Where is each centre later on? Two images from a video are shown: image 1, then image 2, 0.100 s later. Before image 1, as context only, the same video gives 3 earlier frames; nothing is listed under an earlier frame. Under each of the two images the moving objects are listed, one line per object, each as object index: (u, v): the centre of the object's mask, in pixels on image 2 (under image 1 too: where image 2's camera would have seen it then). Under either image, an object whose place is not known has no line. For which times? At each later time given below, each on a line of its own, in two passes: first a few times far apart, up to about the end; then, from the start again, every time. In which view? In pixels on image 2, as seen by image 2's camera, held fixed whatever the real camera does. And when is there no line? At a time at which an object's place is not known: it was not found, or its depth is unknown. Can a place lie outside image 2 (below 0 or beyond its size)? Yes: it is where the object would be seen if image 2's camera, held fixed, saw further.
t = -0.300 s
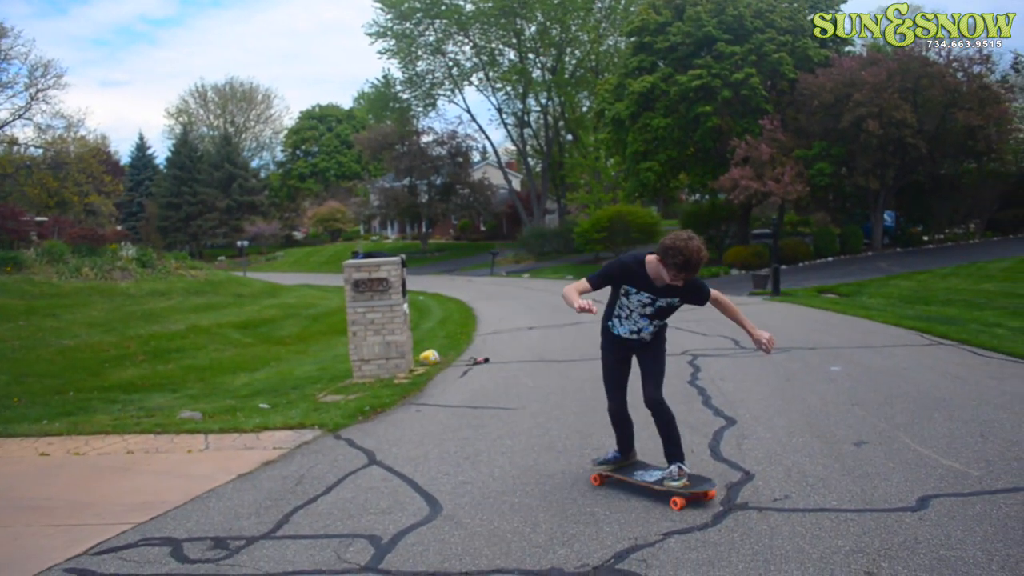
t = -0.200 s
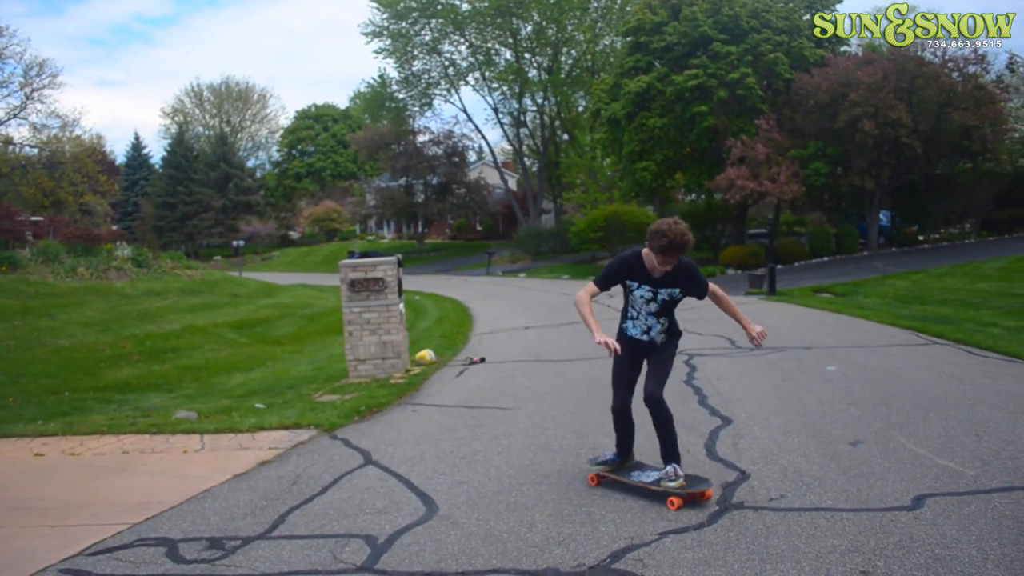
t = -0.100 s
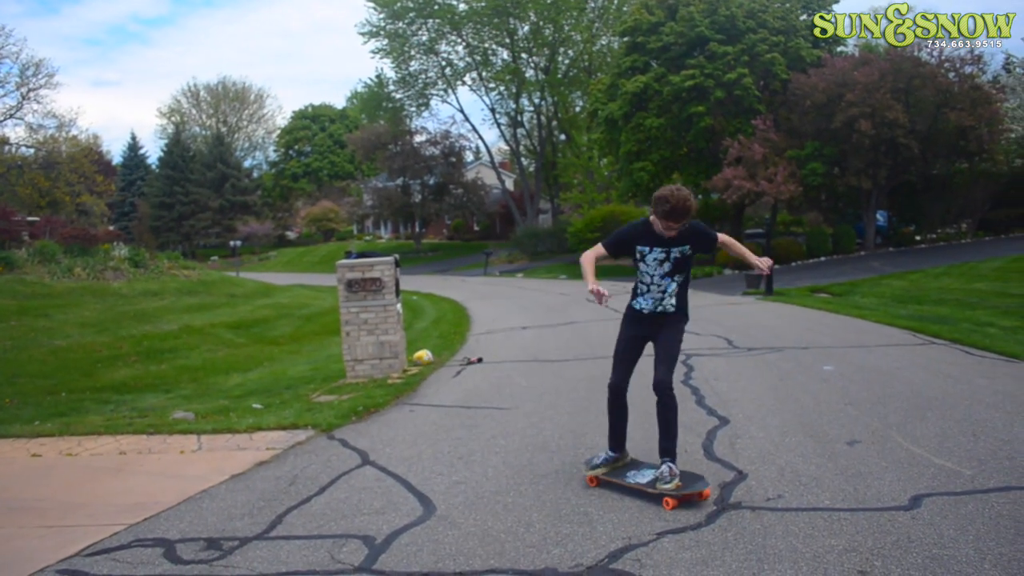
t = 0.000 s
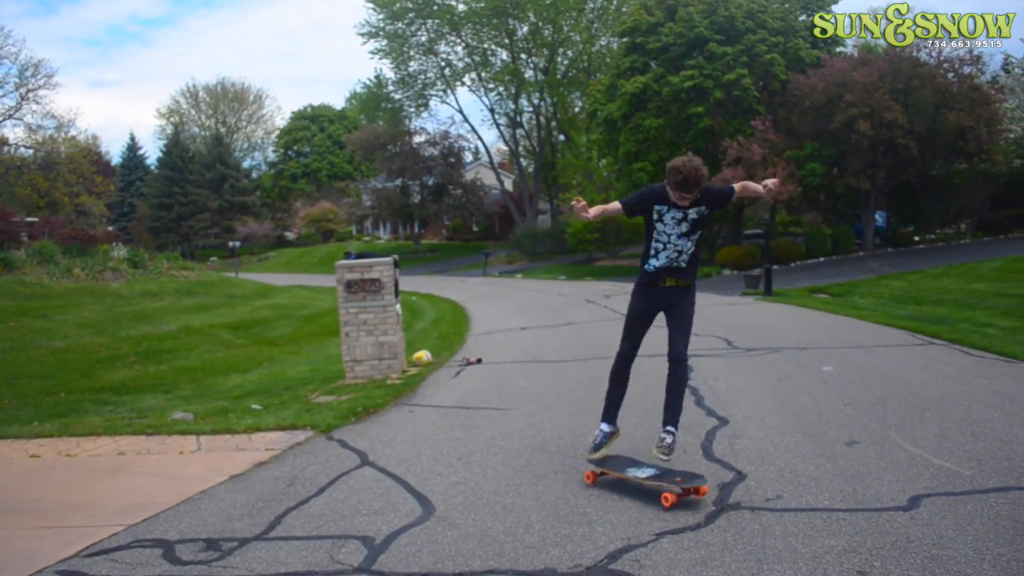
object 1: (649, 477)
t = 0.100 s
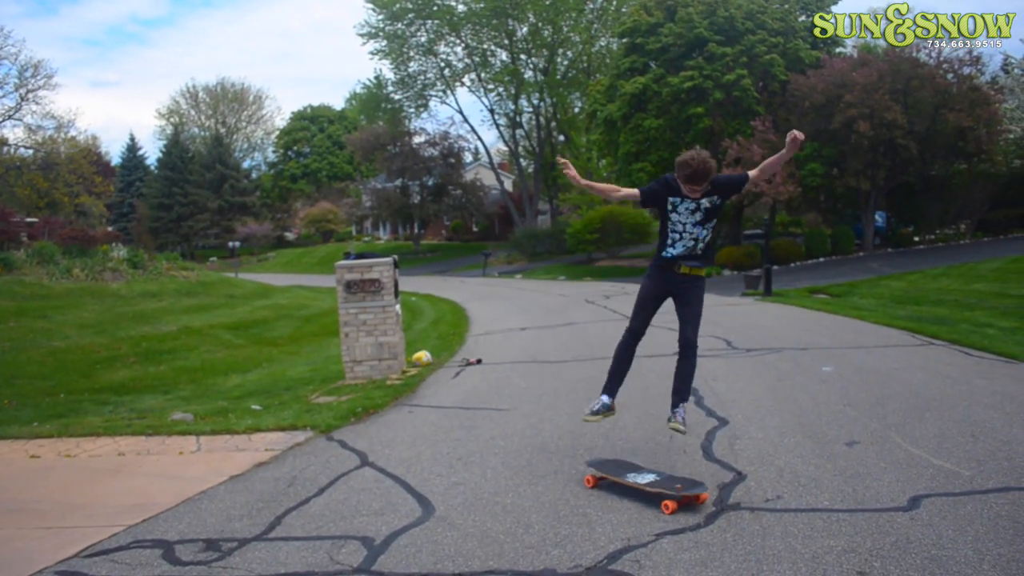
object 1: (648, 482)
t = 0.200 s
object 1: (649, 482)
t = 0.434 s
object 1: (648, 482)
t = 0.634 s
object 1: (644, 481)
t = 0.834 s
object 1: (638, 479)
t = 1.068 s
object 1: (627, 476)
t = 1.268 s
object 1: (615, 472)
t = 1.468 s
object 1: (601, 469)
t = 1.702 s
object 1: (583, 463)
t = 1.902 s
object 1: (566, 458)
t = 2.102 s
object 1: (548, 453)
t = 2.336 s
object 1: (526, 446)
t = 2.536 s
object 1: (507, 440)
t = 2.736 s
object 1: (489, 434)
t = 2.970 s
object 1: (469, 426)
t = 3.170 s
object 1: (452, 420)
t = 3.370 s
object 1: (436, 413)
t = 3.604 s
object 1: (419, 406)
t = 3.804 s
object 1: (406, 401)
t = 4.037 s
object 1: (391, 394)
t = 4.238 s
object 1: (383, 390)
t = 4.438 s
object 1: (378, 388)
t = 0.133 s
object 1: (649, 482)
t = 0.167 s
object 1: (649, 482)
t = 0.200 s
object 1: (649, 482)
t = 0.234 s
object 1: (649, 482)
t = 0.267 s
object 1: (649, 482)
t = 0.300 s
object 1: (649, 482)
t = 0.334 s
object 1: (649, 482)
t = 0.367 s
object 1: (649, 482)
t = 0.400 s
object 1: (648, 482)
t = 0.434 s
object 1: (648, 482)
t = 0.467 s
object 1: (648, 482)
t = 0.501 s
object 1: (647, 482)
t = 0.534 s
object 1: (647, 482)
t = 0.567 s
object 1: (646, 482)
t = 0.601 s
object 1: (645, 481)
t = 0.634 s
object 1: (644, 481)
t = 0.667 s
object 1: (644, 481)
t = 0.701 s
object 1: (643, 481)
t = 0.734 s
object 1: (642, 480)
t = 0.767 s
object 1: (641, 480)
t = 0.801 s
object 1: (640, 480)
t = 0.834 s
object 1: (638, 479)
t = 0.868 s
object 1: (637, 479)
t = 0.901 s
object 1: (635, 478)
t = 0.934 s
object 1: (634, 478)
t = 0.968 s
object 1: (632, 477)
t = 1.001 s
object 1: (631, 477)
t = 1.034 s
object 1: (629, 476)
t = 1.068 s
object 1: (627, 476)
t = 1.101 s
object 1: (625, 476)
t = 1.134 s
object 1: (624, 475)
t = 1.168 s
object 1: (622, 474)
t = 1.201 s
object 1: (619, 474)
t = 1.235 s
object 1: (617, 473)
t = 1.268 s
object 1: (615, 472)
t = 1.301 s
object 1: (613, 472)
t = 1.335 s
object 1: (611, 471)
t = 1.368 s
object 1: (608, 470)
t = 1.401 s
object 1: (606, 470)
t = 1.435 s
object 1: (604, 469)
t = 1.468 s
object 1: (601, 469)
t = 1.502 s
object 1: (599, 468)
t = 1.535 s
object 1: (597, 467)
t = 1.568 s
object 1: (594, 467)
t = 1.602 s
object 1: (591, 466)
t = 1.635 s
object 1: (589, 465)
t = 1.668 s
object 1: (586, 464)
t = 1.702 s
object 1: (583, 463)
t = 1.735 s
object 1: (579, 460)
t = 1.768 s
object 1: (577, 462)
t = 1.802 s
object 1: (574, 461)
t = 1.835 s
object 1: (572, 460)
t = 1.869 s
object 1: (569, 459)
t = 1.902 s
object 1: (566, 458)
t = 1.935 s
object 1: (563, 457)
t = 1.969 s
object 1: (560, 457)
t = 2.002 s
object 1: (557, 456)
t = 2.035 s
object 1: (554, 454)
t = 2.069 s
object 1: (551, 454)
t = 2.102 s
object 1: (548, 453)
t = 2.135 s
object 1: (545, 452)
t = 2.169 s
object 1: (542, 451)
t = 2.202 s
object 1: (539, 450)
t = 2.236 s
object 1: (536, 449)
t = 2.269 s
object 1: (533, 448)
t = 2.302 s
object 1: (529, 447)
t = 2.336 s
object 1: (526, 446)
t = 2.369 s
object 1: (523, 445)
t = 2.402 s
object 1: (520, 444)
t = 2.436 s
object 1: (517, 443)
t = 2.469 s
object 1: (513, 442)
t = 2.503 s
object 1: (510, 441)
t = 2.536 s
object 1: (507, 440)
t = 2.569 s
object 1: (504, 439)
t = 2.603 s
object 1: (501, 438)
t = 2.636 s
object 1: (498, 437)
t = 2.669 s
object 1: (495, 436)
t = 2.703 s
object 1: (492, 435)
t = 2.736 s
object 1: (489, 434)
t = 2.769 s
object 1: (486, 433)
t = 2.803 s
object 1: (483, 432)
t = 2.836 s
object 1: (480, 431)
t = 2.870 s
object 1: (478, 430)
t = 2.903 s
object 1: (475, 428)
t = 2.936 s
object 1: (472, 427)
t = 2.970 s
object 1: (469, 426)
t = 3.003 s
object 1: (466, 425)
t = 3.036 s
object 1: (463, 424)
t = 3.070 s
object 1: (461, 423)
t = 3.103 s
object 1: (458, 422)
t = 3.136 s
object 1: (455, 421)
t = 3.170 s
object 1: (452, 420)
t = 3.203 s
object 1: (450, 419)
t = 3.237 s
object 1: (447, 417)
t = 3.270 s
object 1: (444, 416)
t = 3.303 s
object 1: (442, 415)
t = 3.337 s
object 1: (439, 414)
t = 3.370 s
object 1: (436, 413)
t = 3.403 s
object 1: (434, 412)
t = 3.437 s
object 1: (431, 411)
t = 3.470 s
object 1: (428, 410)
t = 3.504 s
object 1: (426, 409)
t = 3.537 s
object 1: (424, 408)
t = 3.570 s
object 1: (421, 407)
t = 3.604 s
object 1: (419, 406)
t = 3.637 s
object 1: (416, 405)
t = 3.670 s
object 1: (414, 404)
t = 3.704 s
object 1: (411, 403)
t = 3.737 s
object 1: (409, 402)
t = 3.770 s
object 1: (407, 401)
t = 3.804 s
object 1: (406, 401)
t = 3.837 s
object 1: (404, 400)
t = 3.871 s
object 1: (402, 399)
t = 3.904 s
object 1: (399, 398)
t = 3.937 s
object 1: (397, 398)
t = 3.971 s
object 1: (395, 397)
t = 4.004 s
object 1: (393, 395)
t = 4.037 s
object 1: (391, 394)
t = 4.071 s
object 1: (390, 395)
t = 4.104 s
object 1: (389, 394)
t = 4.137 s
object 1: (387, 394)
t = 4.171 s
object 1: (385, 392)
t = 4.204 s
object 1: (385, 391)
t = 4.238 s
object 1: (383, 390)
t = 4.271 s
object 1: (382, 391)
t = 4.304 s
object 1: (381, 390)
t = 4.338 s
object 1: (380, 389)
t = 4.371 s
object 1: (380, 389)
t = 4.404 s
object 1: (379, 389)
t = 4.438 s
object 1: (378, 388)
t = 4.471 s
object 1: (377, 388)
